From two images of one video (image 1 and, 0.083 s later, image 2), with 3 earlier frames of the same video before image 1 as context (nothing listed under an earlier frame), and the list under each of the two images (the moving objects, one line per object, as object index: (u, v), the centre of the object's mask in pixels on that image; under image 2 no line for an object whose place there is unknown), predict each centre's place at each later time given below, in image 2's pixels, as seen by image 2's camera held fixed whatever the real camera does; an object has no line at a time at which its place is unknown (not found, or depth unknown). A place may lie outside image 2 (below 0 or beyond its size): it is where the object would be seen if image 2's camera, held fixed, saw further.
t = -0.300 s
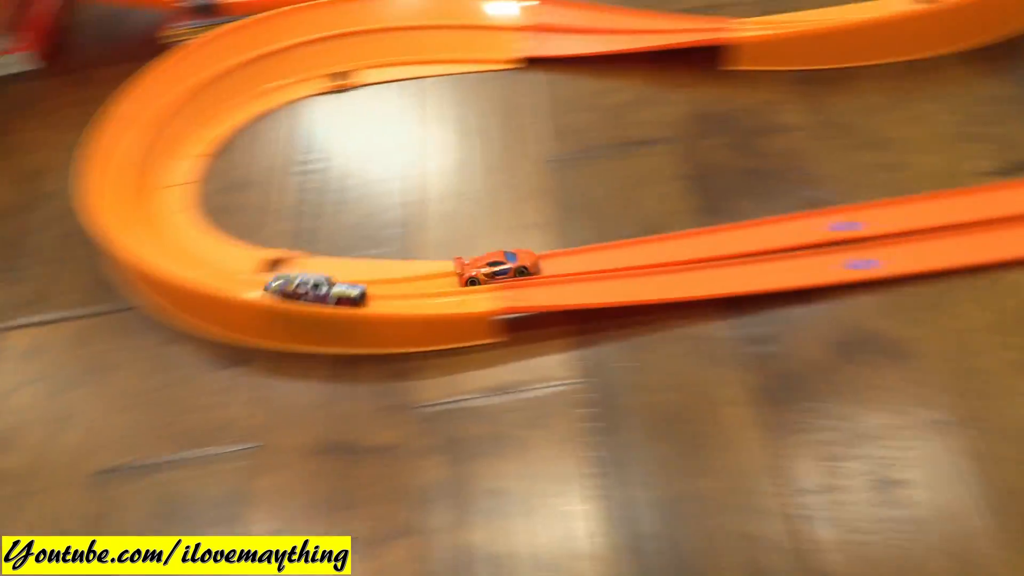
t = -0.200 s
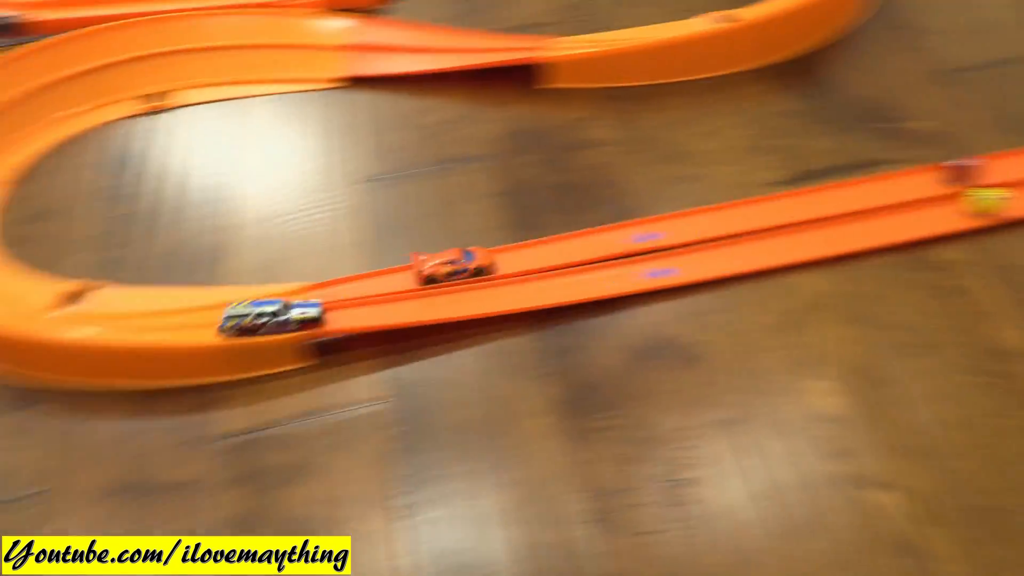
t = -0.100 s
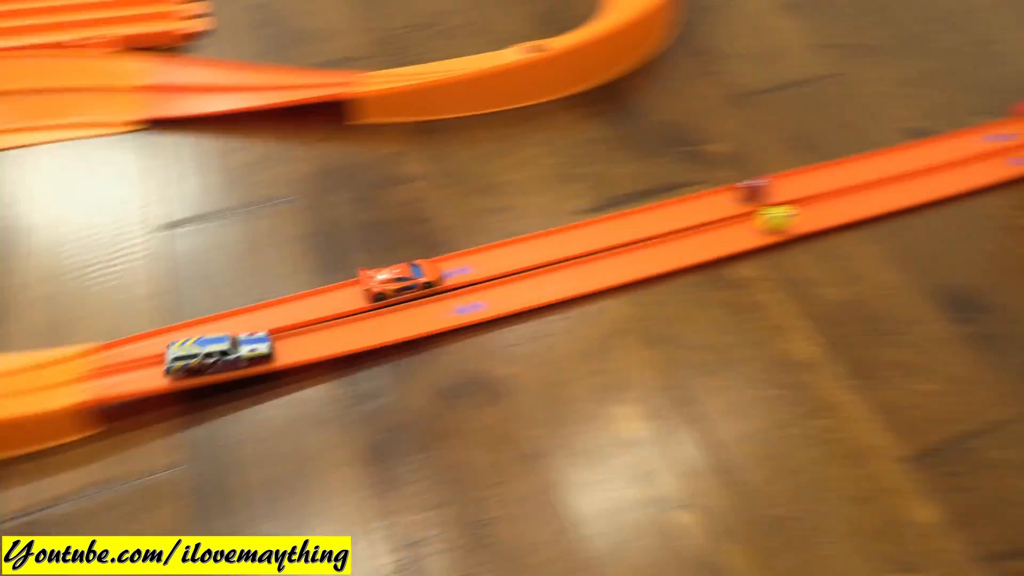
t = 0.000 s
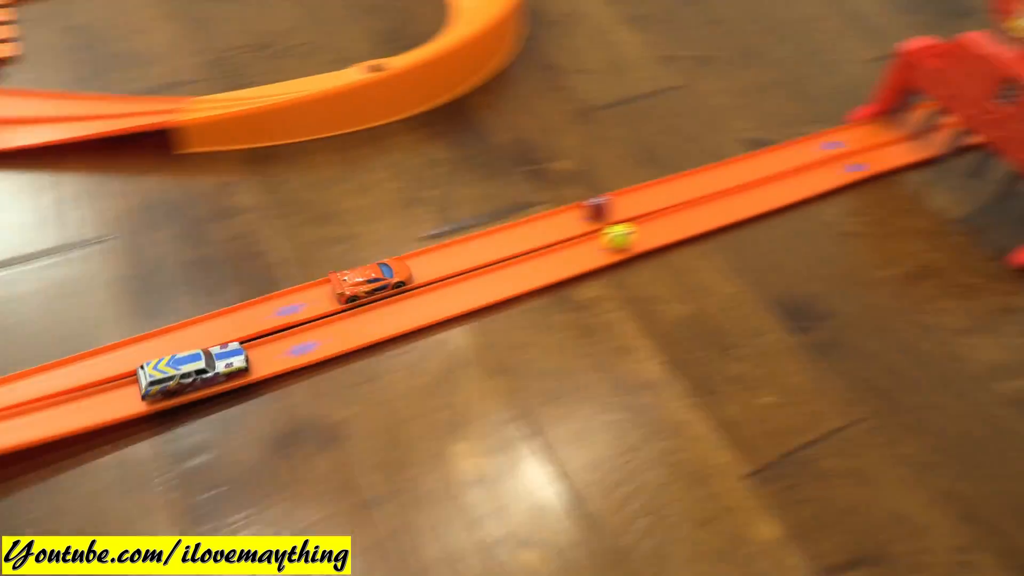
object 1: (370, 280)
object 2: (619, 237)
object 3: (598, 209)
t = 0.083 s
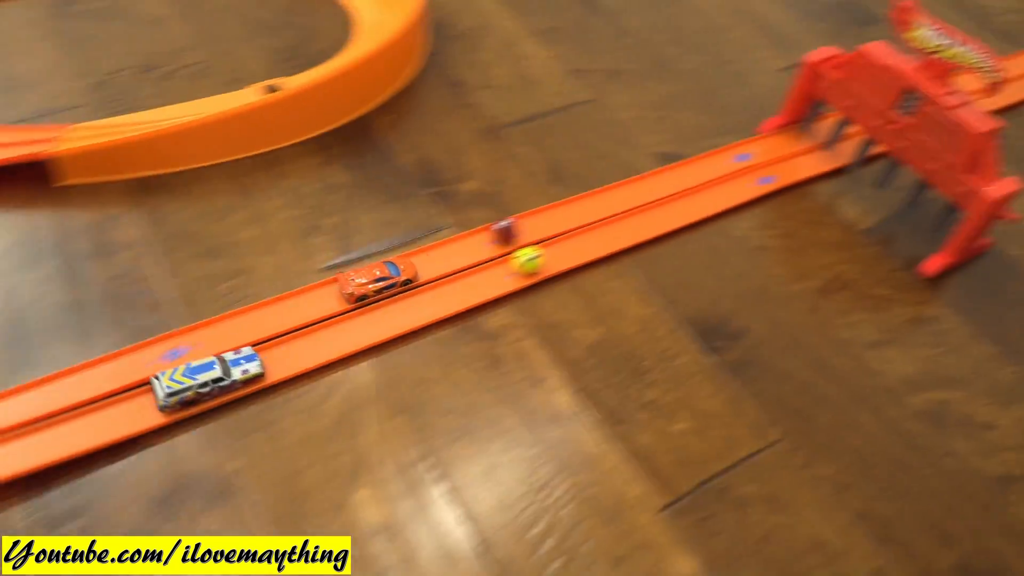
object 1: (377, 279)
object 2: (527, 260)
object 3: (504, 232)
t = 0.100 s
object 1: (397, 272)
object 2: (528, 260)
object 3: (505, 232)
